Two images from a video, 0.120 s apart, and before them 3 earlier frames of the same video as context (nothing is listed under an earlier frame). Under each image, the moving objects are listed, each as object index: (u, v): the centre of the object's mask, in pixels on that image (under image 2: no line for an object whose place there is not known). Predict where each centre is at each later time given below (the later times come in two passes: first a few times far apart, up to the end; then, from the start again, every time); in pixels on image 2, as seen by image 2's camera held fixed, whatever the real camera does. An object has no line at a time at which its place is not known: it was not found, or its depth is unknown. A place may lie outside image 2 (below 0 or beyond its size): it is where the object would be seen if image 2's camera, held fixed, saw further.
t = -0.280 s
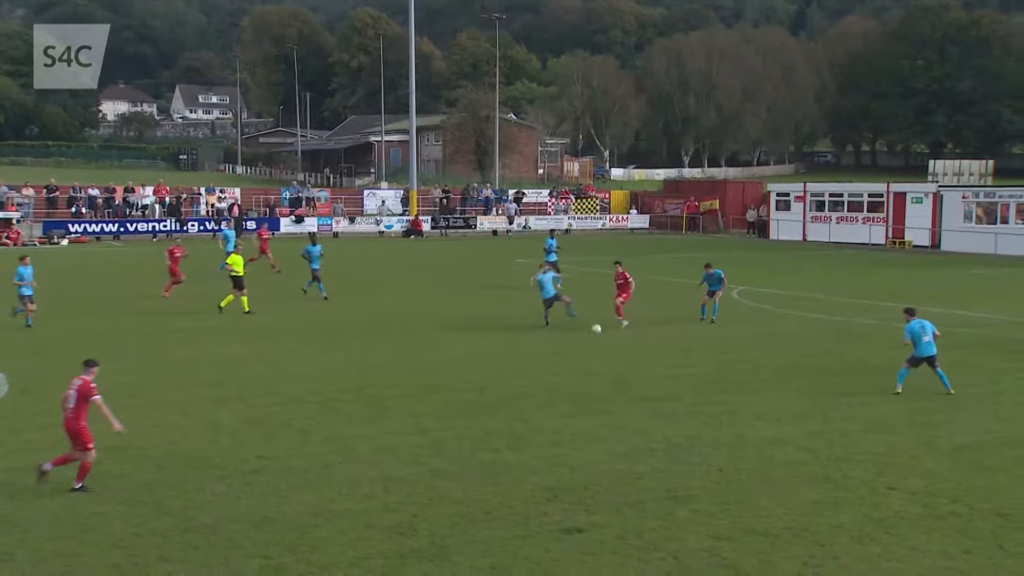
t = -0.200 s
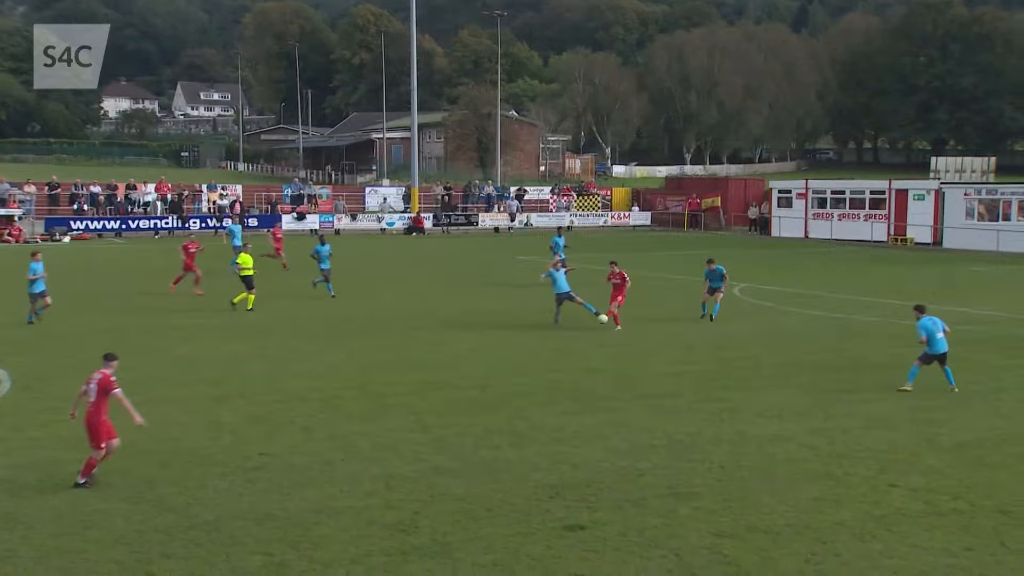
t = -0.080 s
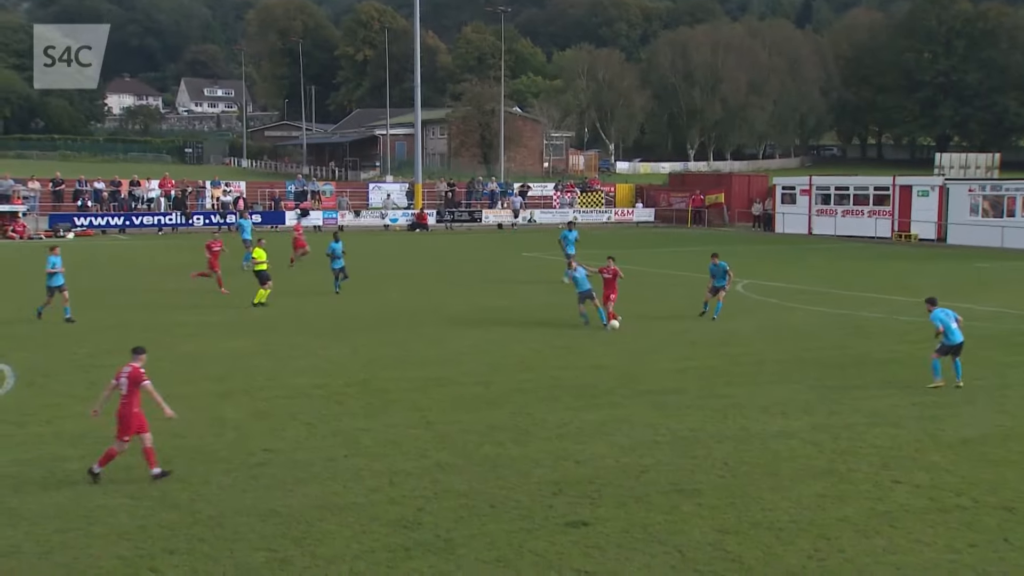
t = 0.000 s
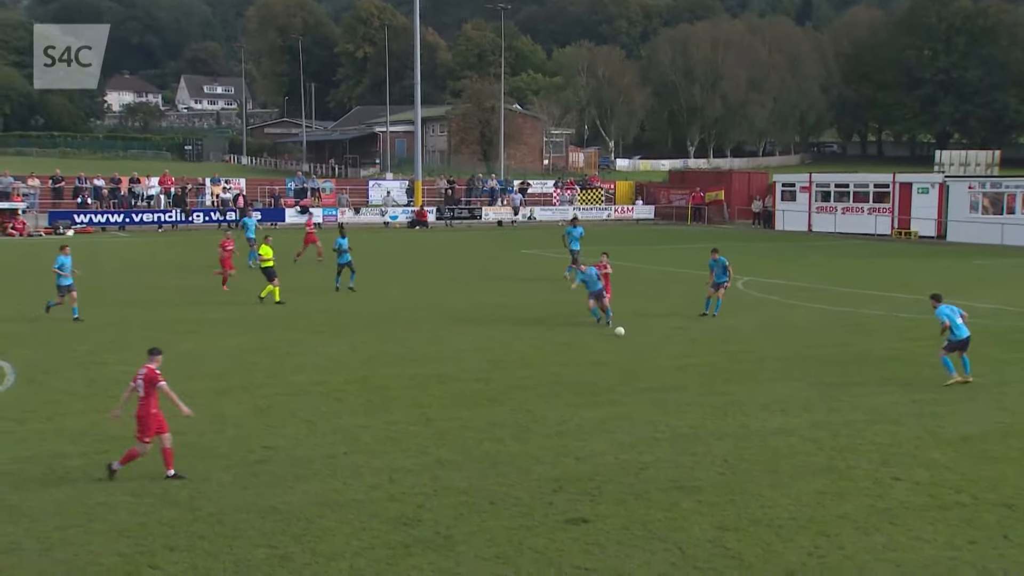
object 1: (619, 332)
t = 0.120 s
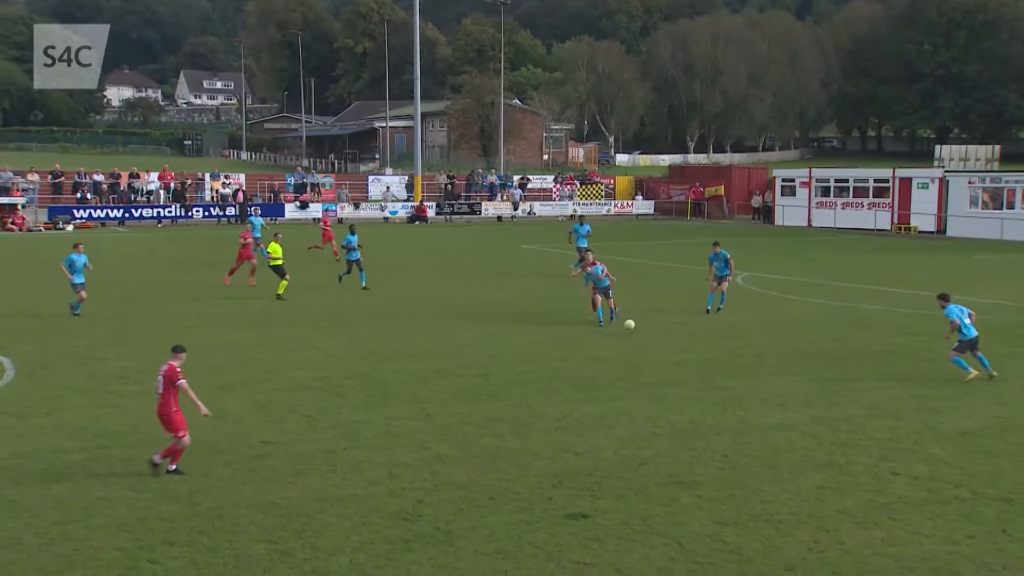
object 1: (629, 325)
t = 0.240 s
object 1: (638, 328)
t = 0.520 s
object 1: (660, 340)
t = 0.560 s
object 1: (664, 341)
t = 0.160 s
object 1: (632, 325)
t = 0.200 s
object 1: (635, 326)
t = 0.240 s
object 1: (638, 328)
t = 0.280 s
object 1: (642, 331)
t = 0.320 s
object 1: (644, 335)
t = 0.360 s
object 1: (648, 339)
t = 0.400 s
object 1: (651, 342)
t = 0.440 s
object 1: (654, 341)
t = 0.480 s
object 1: (657, 340)
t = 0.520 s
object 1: (660, 340)
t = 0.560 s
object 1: (664, 341)
